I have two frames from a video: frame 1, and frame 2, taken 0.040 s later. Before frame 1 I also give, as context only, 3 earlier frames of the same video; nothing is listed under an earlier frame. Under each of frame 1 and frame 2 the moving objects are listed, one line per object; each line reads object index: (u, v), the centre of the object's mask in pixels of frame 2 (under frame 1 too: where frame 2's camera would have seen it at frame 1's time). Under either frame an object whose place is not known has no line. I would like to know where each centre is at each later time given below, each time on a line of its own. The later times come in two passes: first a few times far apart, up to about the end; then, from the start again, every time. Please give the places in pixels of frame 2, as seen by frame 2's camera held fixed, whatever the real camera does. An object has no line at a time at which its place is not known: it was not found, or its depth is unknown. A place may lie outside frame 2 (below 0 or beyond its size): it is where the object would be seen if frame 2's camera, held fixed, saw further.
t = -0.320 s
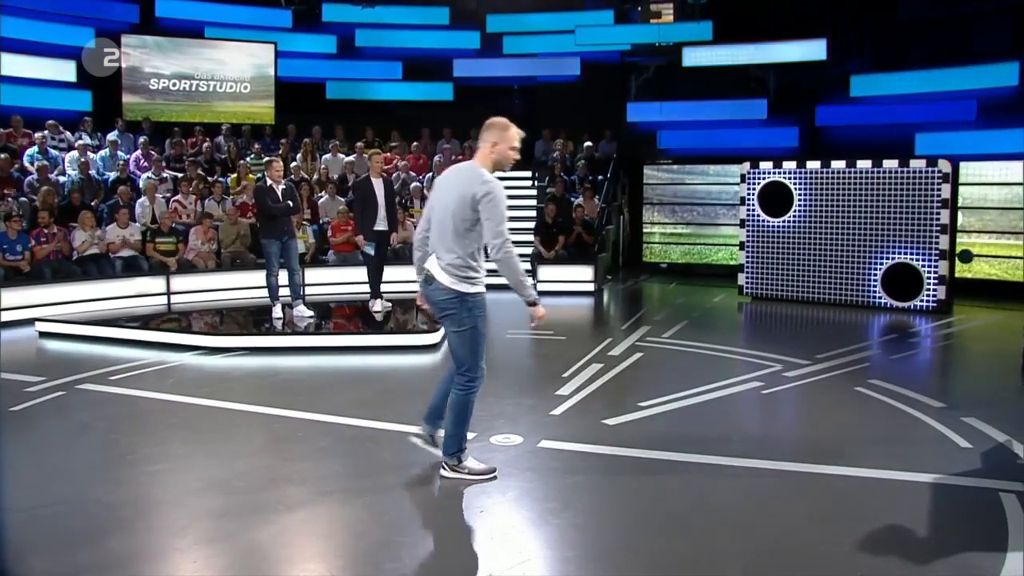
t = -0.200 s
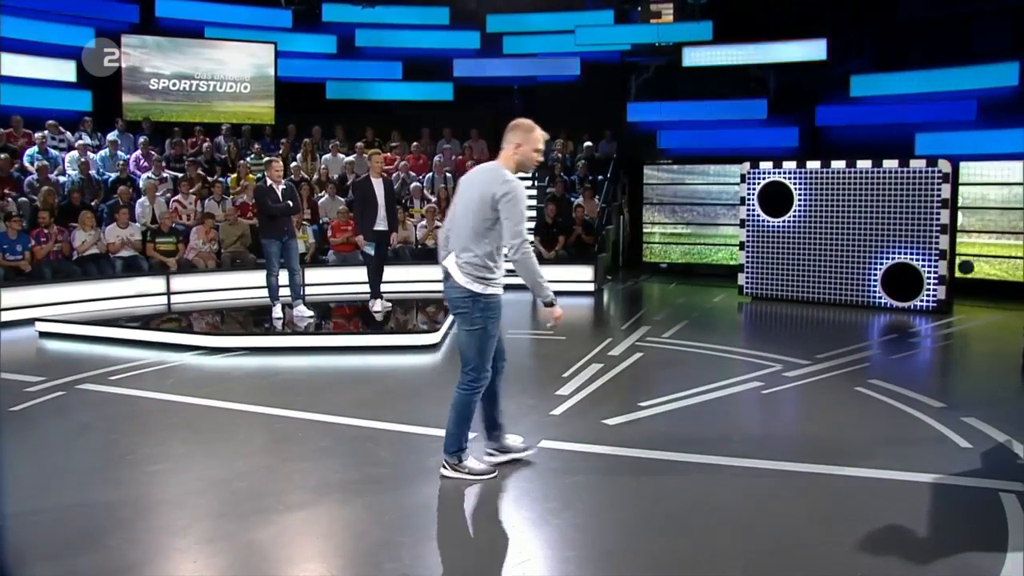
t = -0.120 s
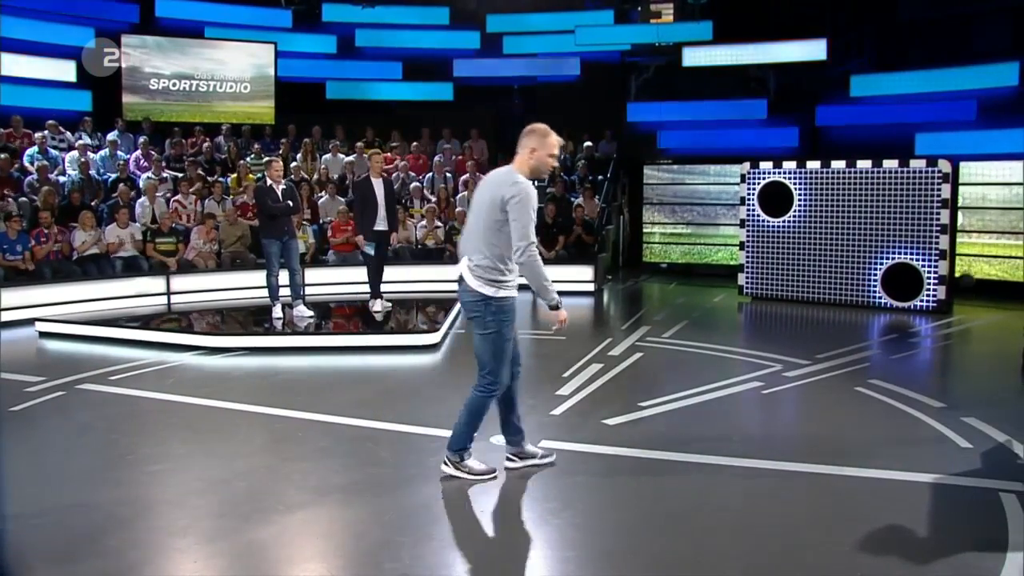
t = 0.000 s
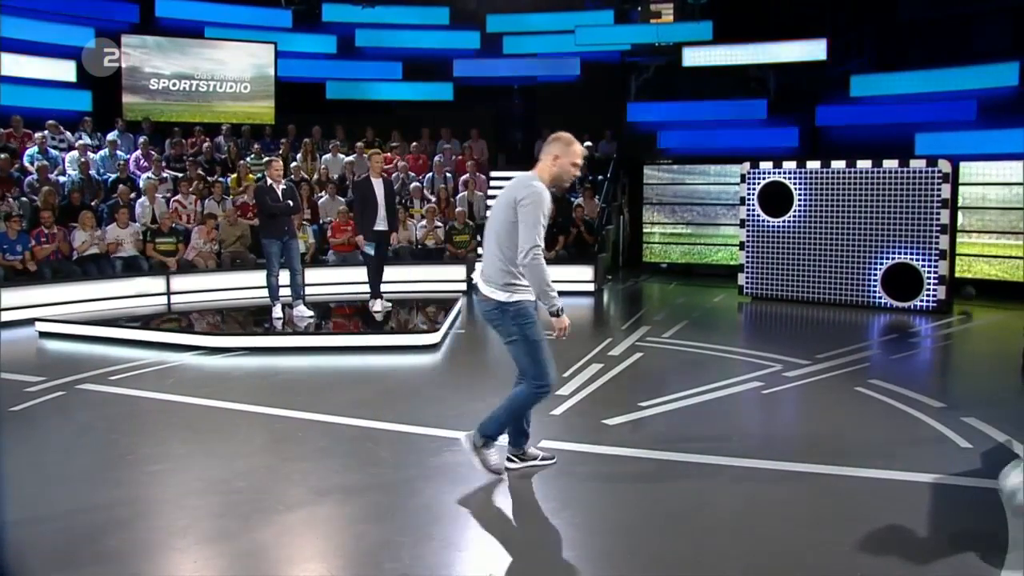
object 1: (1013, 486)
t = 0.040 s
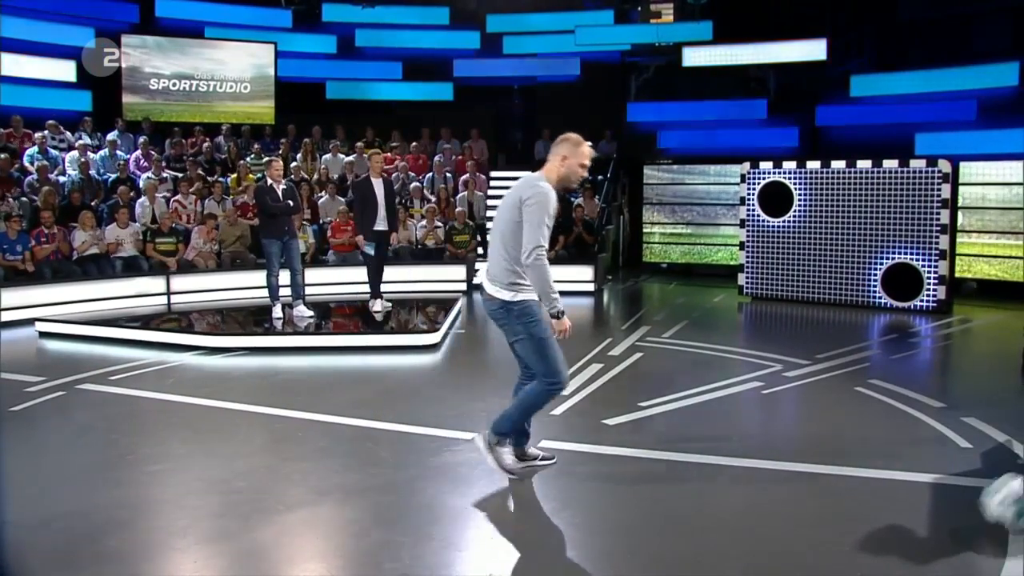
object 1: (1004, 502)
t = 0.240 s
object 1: (929, 455)
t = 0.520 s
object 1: (814, 491)
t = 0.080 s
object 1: (994, 496)
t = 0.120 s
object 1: (978, 481)
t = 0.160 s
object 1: (962, 469)
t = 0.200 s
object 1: (945, 460)
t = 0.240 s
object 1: (929, 455)
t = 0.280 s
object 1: (912, 453)
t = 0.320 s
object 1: (897, 455)
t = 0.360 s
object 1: (881, 460)
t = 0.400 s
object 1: (863, 469)
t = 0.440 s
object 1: (846, 482)
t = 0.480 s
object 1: (829, 497)
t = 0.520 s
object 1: (814, 491)
